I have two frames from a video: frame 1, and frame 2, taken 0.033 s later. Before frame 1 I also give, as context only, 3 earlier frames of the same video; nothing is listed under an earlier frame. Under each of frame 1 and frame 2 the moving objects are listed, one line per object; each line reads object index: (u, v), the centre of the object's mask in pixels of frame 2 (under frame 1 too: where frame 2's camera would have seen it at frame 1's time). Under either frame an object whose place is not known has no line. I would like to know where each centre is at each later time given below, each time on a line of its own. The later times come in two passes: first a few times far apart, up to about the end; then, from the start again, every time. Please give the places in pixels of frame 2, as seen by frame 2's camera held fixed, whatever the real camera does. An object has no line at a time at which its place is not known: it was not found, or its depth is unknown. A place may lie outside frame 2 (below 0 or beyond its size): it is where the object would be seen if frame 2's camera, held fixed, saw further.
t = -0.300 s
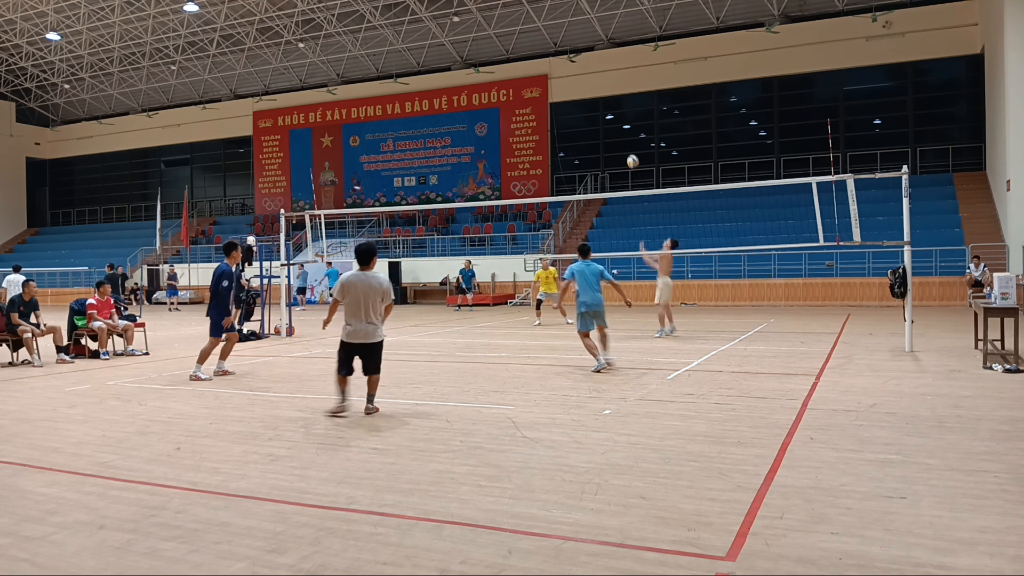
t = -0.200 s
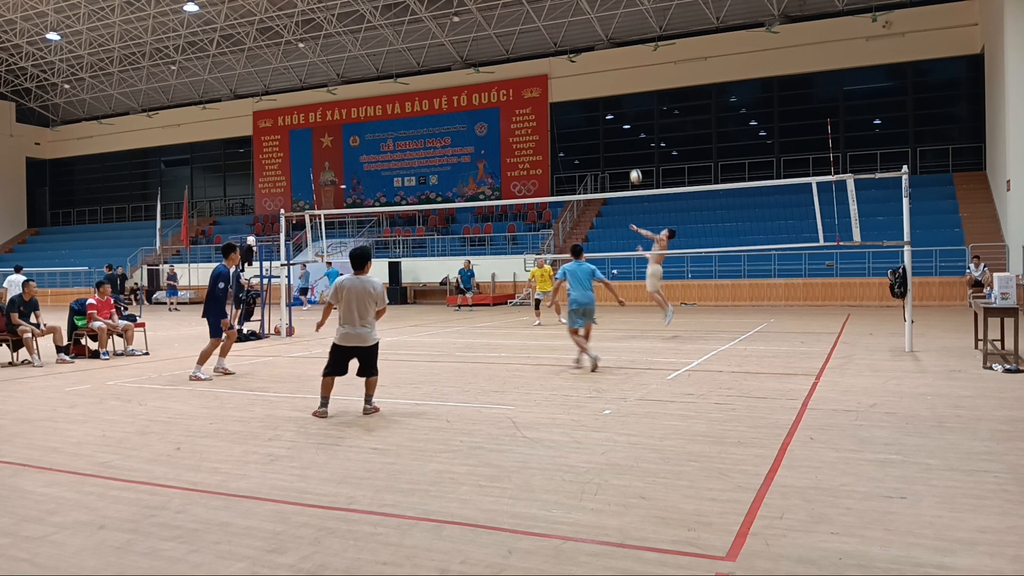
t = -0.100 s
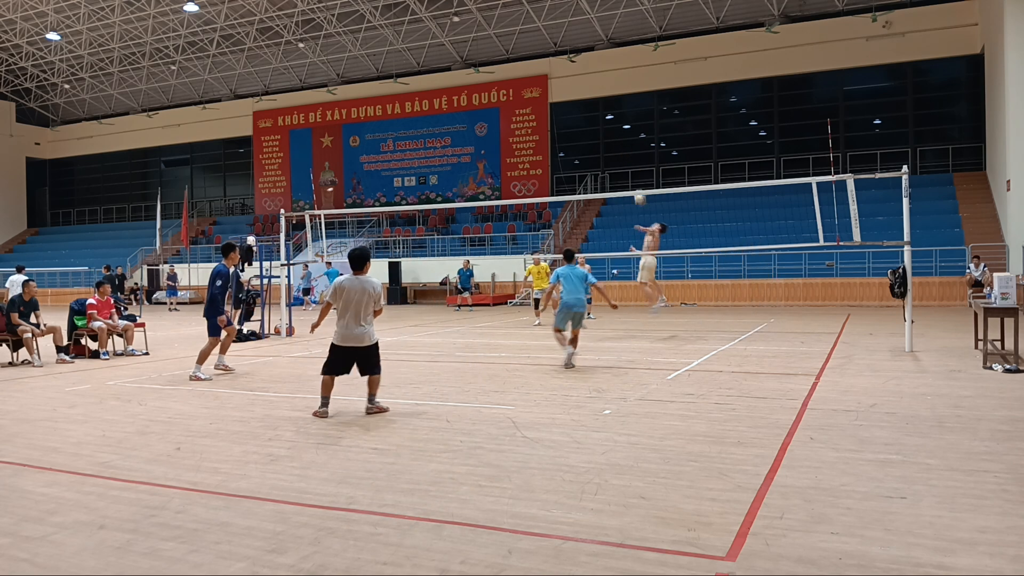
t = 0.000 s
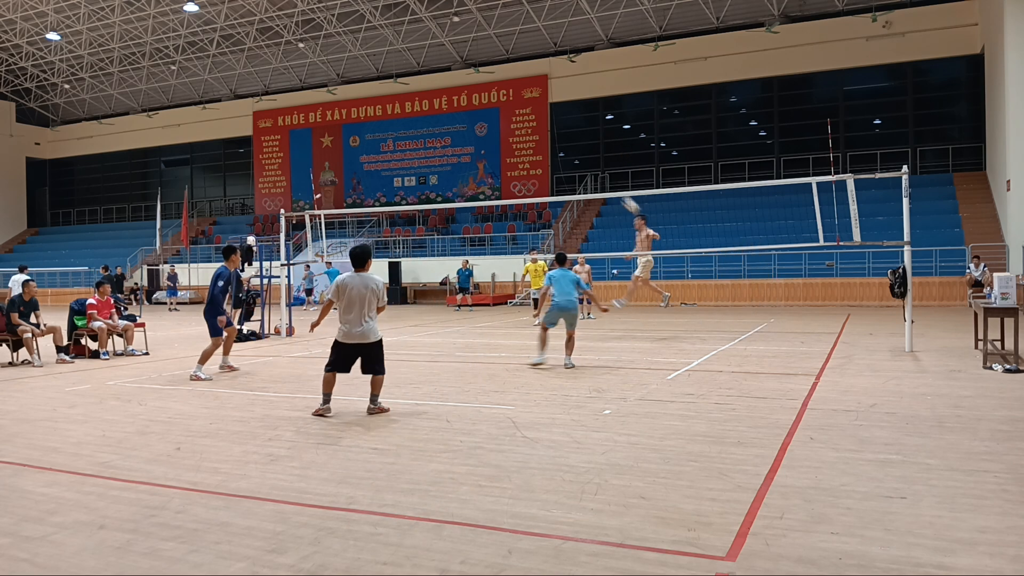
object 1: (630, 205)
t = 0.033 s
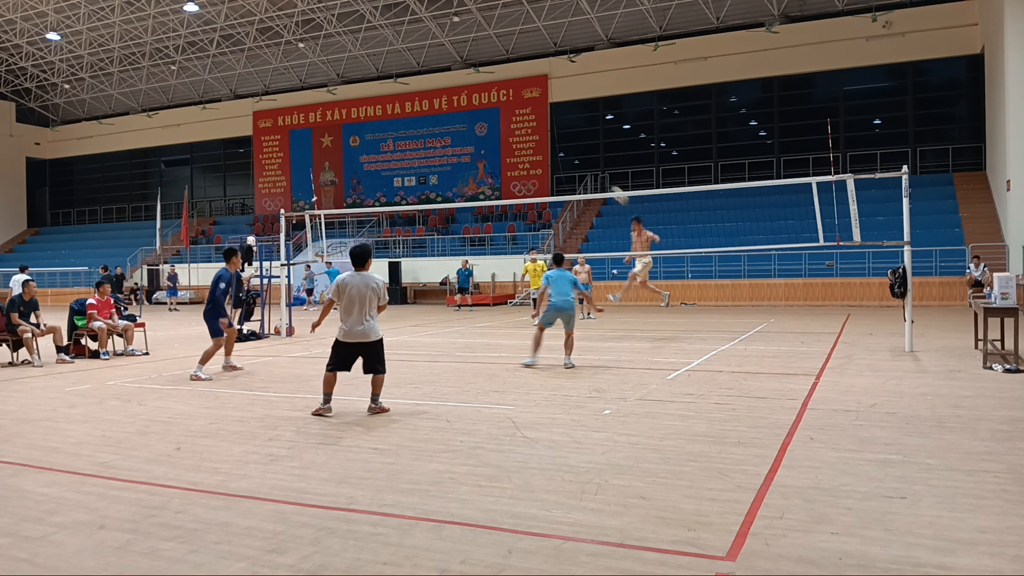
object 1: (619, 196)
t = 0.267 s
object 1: (529, 135)
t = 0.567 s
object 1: (385, 96)
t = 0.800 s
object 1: (244, 112)
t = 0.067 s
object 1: (606, 185)
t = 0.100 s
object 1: (595, 176)
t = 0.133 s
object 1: (581, 167)
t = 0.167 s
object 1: (569, 159)
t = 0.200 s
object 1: (556, 150)
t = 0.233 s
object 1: (543, 142)
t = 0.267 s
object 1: (529, 135)
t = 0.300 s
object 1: (514, 128)
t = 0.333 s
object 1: (500, 122)
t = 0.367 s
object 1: (485, 117)
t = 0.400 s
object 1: (469, 112)
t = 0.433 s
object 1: (453, 107)
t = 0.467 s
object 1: (436, 103)
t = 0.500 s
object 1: (420, 101)
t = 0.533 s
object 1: (401, 97)
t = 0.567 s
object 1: (385, 96)
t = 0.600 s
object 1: (366, 96)
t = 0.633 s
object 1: (346, 95)
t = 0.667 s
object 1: (328, 96)
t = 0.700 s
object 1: (310, 98)
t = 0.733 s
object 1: (289, 103)
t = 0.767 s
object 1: (267, 107)
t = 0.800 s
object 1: (244, 112)
